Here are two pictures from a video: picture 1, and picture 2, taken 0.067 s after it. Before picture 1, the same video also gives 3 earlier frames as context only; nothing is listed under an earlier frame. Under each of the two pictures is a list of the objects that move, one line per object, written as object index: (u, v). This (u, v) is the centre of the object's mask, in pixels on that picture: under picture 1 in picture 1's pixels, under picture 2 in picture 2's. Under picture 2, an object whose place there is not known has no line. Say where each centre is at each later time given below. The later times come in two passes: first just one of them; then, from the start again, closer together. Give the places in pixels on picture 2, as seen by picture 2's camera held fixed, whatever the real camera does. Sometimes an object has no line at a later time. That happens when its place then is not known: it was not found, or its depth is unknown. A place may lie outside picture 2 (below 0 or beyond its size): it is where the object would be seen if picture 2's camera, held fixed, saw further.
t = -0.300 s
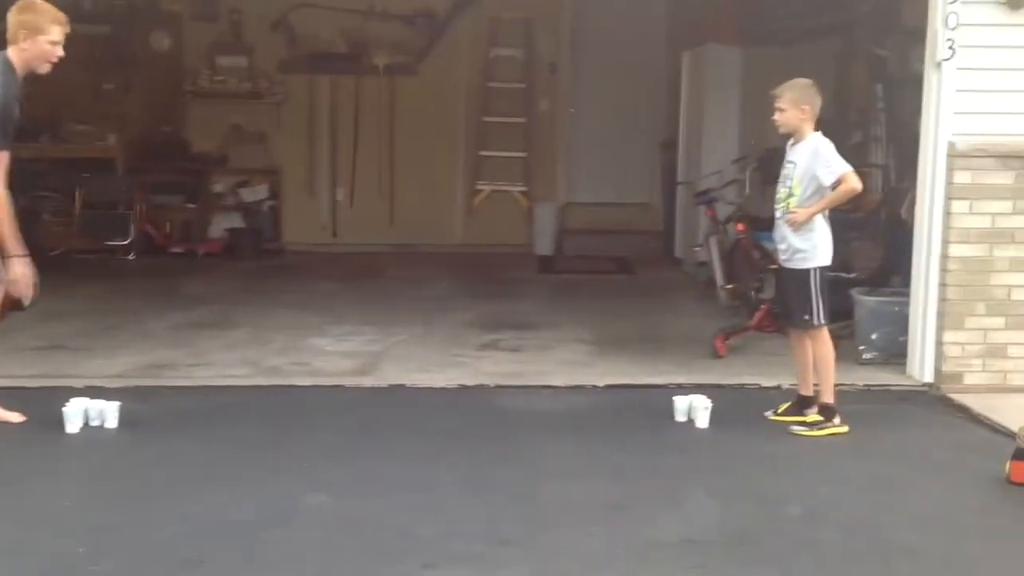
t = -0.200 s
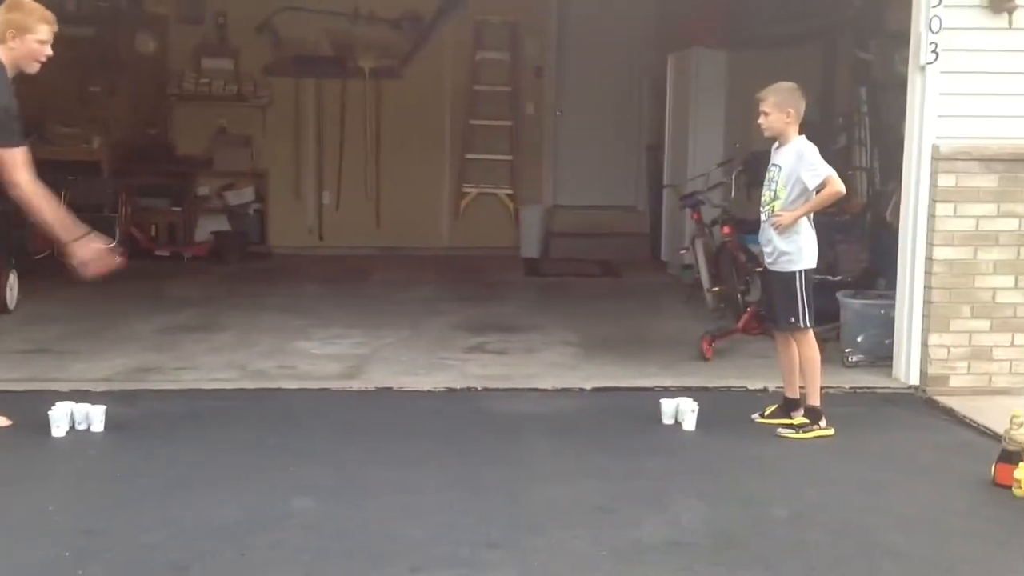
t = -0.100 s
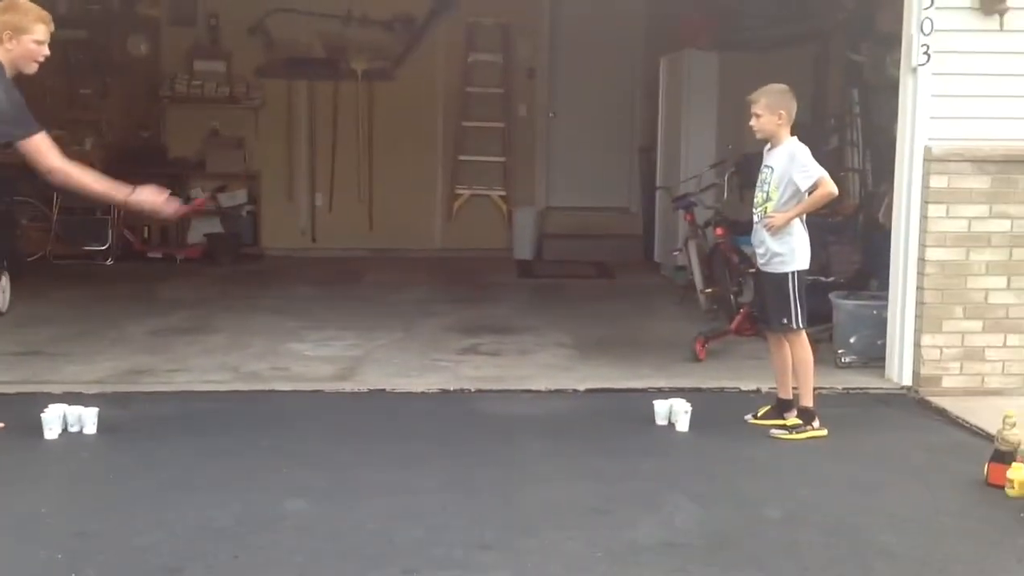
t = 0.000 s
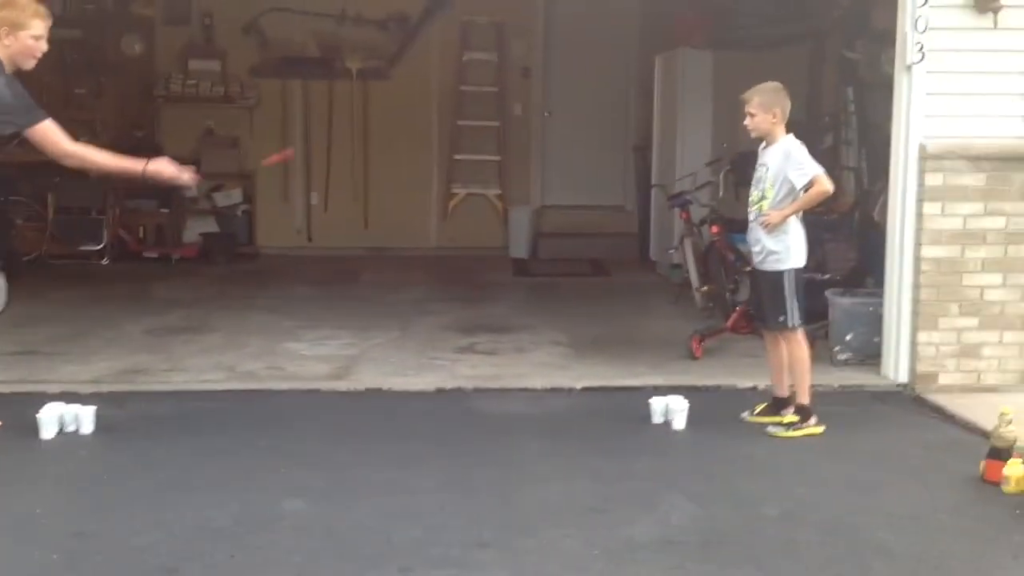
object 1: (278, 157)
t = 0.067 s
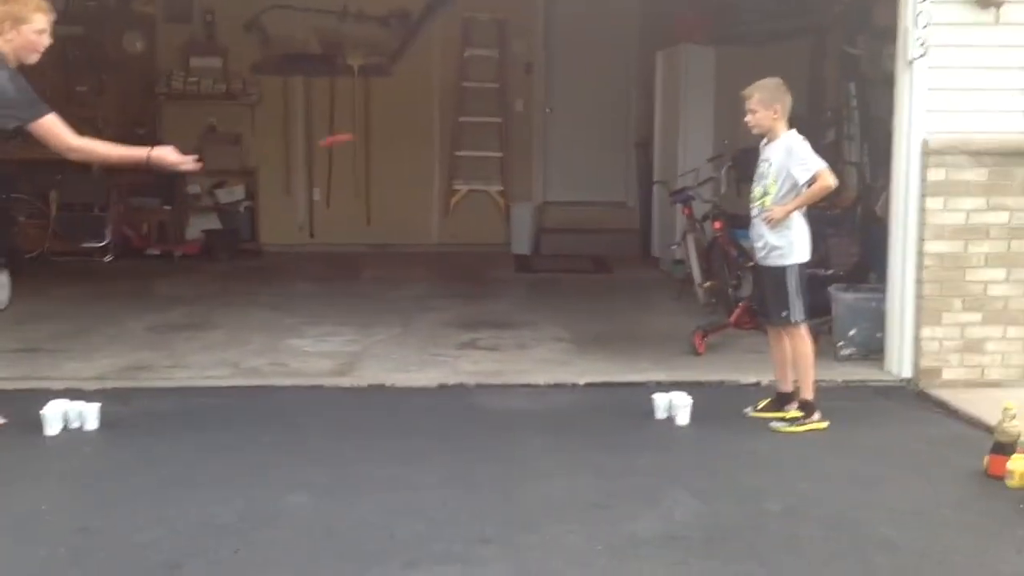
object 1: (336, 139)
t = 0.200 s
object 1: (439, 145)
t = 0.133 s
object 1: (388, 137)
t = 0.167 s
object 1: (414, 140)
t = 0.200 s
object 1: (439, 145)
